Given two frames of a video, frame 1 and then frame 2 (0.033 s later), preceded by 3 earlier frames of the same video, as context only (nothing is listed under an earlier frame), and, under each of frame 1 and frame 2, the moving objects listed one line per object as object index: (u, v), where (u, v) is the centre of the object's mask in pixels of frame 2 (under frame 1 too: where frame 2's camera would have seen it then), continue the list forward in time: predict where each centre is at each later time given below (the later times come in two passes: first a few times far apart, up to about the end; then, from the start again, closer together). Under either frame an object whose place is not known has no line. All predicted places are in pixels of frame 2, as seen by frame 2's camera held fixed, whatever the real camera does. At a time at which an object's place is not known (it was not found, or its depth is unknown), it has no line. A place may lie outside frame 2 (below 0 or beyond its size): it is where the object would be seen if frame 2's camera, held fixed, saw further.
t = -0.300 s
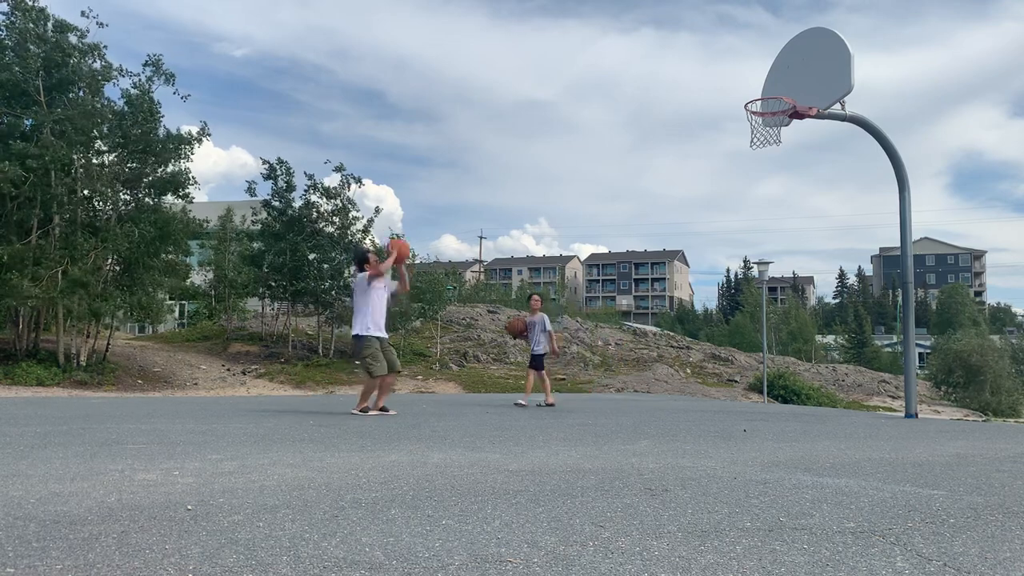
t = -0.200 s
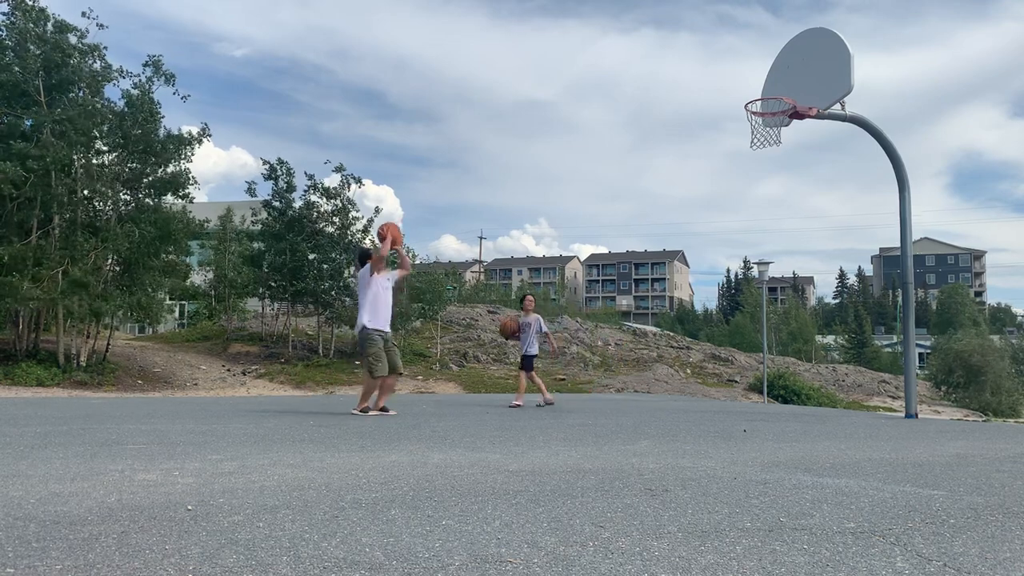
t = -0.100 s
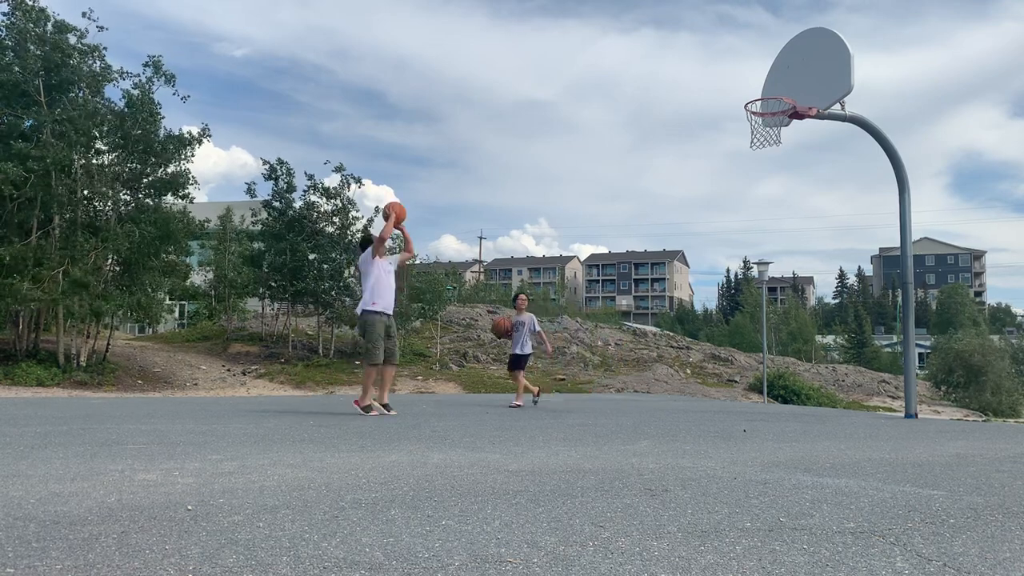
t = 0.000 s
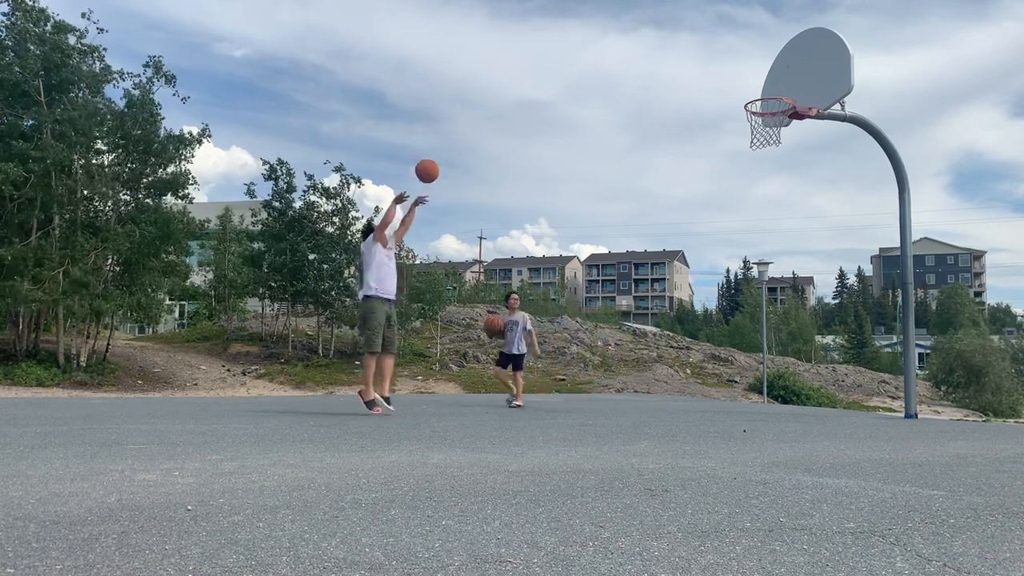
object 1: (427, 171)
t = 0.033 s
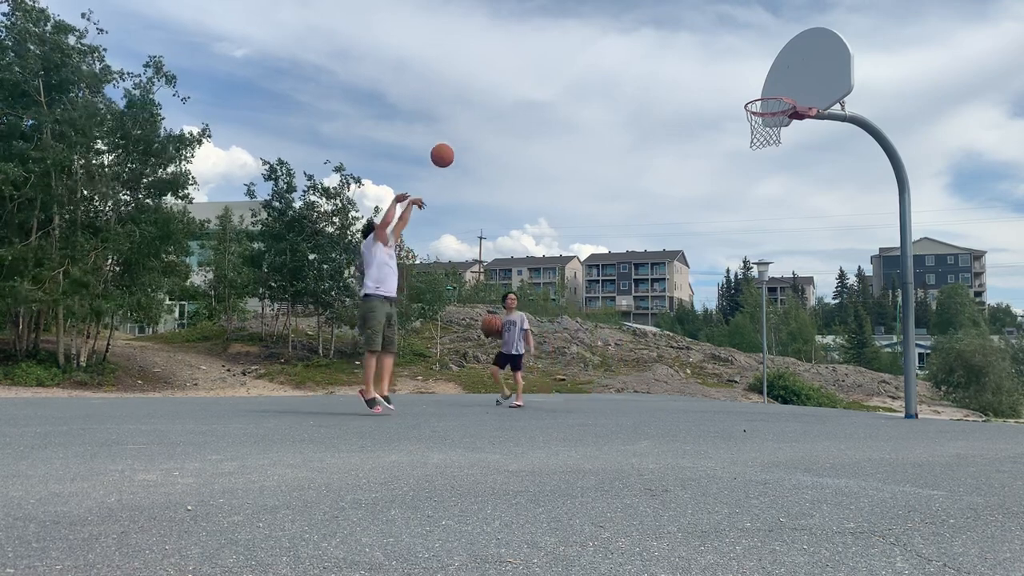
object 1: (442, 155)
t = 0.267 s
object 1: (544, 81)
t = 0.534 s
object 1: (652, 68)
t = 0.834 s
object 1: (720, 139)
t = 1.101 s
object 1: (672, 280)
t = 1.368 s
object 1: (624, 357)
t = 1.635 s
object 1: (573, 261)
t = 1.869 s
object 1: (531, 232)
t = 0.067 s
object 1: (457, 141)
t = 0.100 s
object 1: (472, 128)
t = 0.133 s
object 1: (486, 116)
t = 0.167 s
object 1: (501, 106)
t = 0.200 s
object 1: (515, 96)
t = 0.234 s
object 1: (530, 88)
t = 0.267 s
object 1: (544, 81)
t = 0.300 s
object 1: (558, 76)
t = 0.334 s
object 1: (572, 71)
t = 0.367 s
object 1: (585, 68)
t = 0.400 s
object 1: (599, 66)
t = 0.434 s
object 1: (613, 65)
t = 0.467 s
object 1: (626, 65)
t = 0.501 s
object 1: (639, 66)
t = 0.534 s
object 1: (652, 68)
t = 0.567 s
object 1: (665, 72)
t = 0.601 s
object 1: (678, 76)
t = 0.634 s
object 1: (691, 82)
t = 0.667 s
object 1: (703, 88)
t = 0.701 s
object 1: (716, 96)
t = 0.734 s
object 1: (729, 105)
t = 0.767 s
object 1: (733, 114)
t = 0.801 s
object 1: (727, 126)
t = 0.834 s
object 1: (720, 139)
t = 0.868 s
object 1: (714, 154)
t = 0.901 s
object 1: (708, 169)
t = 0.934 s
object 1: (701, 185)
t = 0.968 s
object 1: (695, 202)
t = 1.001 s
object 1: (689, 220)
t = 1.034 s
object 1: (683, 239)
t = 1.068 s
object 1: (677, 259)
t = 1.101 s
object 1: (672, 280)
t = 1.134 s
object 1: (665, 302)
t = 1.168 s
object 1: (659, 324)
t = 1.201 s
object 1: (653, 347)
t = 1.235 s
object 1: (648, 373)
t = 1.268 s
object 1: (642, 398)
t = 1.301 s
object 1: (636, 393)
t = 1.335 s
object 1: (630, 375)
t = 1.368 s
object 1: (624, 357)
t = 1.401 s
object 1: (616, 341)
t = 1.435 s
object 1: (610, 326)
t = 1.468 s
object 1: (604, 312)
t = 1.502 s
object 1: (598, 300)
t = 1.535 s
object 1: (592, 288)
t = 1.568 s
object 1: (585, 278)
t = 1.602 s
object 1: (579, 269)
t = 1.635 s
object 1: (573, 261)
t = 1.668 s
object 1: (567, 253)
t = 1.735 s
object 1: (555, 242)
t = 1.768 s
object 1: (549, 238)
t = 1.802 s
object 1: (543, 235)
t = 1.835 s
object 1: (537, 233)
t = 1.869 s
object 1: (531, 232)
